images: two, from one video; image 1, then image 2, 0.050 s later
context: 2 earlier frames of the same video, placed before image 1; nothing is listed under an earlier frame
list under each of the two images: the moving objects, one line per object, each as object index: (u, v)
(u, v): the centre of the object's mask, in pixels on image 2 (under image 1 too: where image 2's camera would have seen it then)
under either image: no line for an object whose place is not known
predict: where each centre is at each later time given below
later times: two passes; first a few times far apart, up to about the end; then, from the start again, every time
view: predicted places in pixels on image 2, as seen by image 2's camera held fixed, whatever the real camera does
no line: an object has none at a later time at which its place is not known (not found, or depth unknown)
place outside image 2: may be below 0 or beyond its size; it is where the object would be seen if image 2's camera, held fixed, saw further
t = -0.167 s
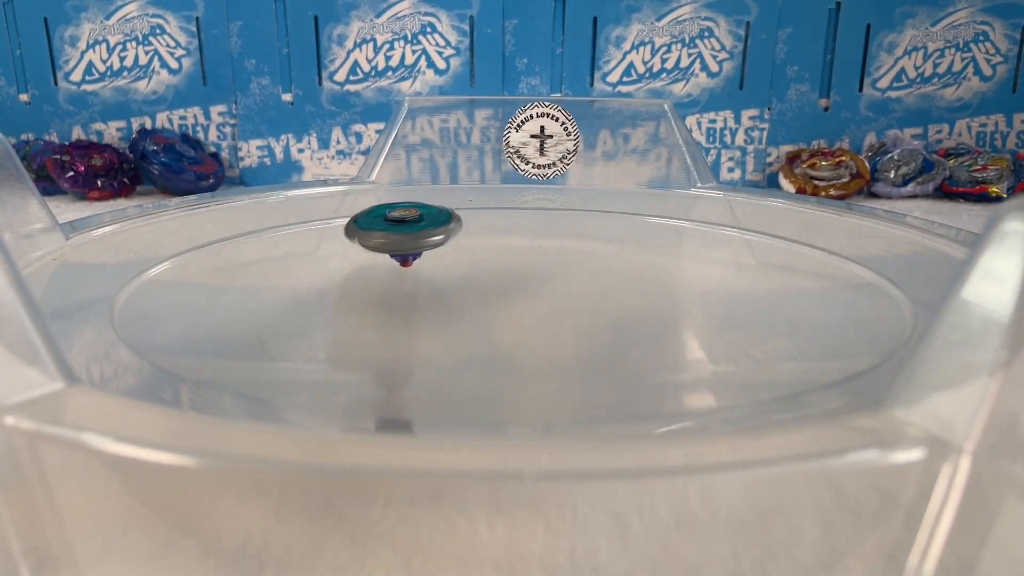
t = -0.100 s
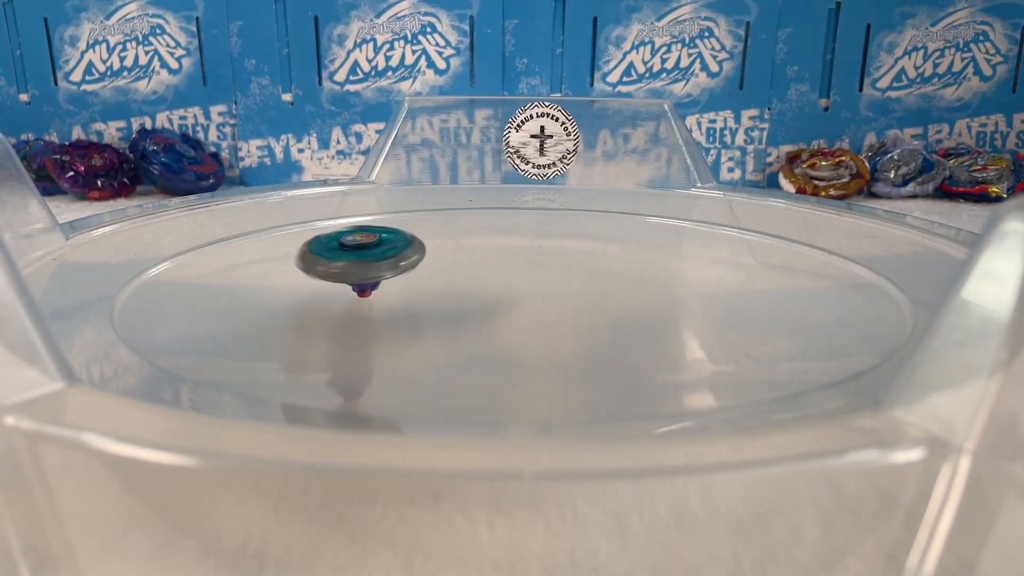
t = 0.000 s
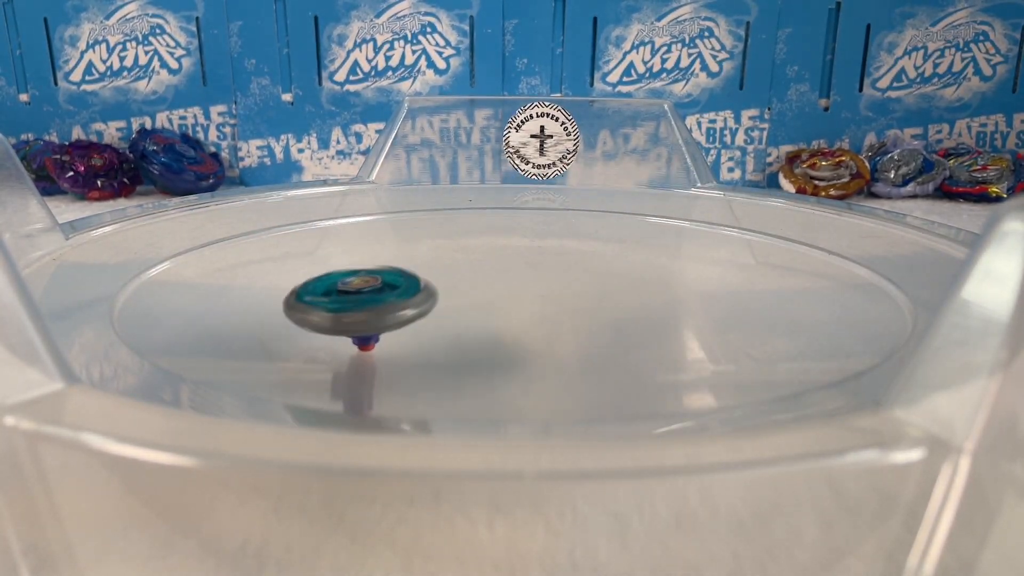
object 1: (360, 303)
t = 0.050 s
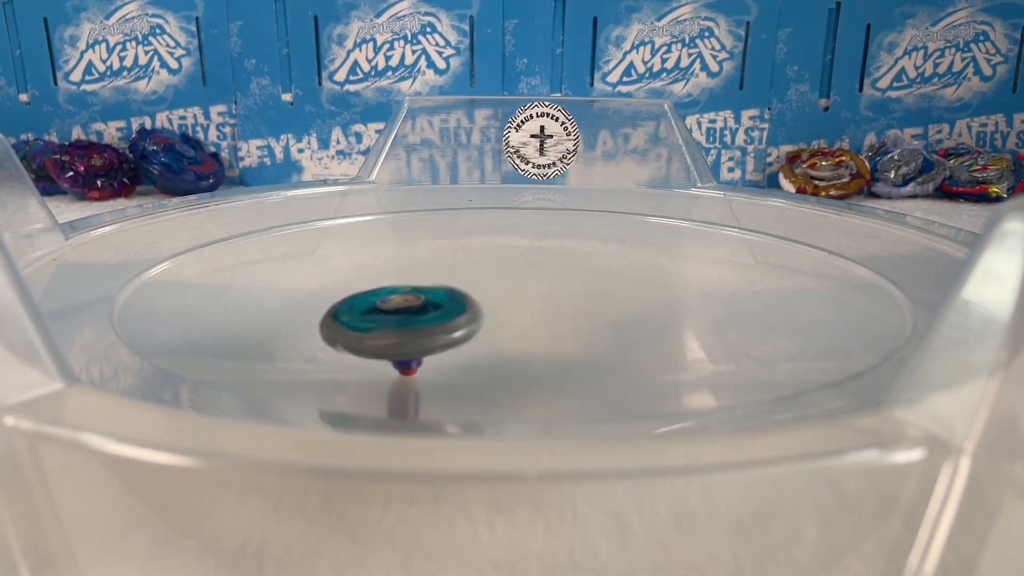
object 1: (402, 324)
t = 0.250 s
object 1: (752, 321)
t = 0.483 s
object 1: (802, 236)
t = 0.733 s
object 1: (508, 242)
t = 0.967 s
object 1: (335, 311)
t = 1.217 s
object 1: (649, 348)
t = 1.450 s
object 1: (754, 283)
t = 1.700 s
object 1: (467, 260)
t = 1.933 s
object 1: (249, 292)
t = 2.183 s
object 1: (477, 351)
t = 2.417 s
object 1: (639, 298)
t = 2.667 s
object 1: (430, 243)
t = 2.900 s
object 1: (244, 262)
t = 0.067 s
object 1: (422, 329)
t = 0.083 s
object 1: (446, 334)
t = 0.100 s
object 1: (473, 338)
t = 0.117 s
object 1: (502, 340)
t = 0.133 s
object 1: (533, 342)
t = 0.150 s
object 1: (565, 342)
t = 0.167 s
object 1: (599, 341)
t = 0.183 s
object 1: (632, 339)
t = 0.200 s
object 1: (664, 336)
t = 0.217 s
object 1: (696, 332)
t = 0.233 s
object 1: (726, 327)
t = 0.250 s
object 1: (752, 321)
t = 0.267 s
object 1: (777, 315)
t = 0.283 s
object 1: (798, 308)
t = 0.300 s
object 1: (815, 301)
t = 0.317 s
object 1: (830, 293)
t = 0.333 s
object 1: (841, 286)
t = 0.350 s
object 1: (848, 279)
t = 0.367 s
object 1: (852, 272)
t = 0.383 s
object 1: (853, 265)
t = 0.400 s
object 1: (851, 259)
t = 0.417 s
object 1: (846, 253)
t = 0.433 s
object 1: (838, 248)
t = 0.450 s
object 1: (828, 243)
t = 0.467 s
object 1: (816, 239)
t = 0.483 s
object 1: (802, 236)
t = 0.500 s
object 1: (787, 233)
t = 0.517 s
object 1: (770, 230)
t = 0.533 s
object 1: (752, 228)
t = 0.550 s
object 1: (734, 227)
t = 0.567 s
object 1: (714, 226)
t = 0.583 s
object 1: (694, 226)
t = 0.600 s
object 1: (673, 226)
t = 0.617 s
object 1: (652, 227)
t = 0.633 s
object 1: (631, 228)
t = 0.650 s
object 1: (611, 230)
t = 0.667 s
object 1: (590, 232)
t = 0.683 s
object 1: (569, 234)
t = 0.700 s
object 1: (548, 236)
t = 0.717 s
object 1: (528, 239)
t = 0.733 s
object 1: (508, 242)
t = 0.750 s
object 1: (489, 246)
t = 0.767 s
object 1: (470, 250)
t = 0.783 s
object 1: (452, 254)
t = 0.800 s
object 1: (434, 258)
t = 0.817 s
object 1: (418, 262)
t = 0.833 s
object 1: (402, 267)
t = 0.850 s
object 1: (388, 272)
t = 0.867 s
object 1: (375, 277)
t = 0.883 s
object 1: (363, 283)
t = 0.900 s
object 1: (353, 288)
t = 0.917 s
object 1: (345, 294)
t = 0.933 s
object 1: (340, 300)
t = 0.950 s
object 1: (336, 306)
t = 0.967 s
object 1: (335, 311)
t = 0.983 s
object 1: (337, 317)
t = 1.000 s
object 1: (342, 323)
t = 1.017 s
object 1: (351, 328)
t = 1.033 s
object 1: (362, 333)
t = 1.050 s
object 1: (377, 338)
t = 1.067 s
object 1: (395, 342)
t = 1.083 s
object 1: (416, 346)
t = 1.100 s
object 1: (440, 349)
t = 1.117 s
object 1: (467, 351)
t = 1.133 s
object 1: (495, 353)
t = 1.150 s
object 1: (525, 353)
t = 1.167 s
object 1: (556, 353)
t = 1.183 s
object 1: (588, 352)
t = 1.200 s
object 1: (619, 351)
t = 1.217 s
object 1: (649, 348)
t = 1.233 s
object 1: (678, 345)
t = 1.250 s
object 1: (704, 341)
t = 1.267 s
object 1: (727, 336)
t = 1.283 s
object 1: (747, 331)
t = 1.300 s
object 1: (763, 326)
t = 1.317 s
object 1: (776, 320)
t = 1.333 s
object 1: (784, 315)
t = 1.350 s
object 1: (788, 310)
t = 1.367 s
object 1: (789, 305)
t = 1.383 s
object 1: (787, 300)
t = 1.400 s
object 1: (782, 295)
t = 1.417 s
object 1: (775, 291)
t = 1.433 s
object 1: (766, 287)
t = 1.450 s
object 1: (754, 283)
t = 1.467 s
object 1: (740, 279)
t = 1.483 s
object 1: (725, 276)
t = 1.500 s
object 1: (708, 273)
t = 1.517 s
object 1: (690, 271)
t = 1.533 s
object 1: (671, 268)
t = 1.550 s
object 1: (651, 266)
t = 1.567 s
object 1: (631, 264)
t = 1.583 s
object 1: (611, 263)
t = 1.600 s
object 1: (590, 262)
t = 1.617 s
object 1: (570, 261)
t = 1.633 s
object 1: (549, 261)
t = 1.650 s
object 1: (528, 260)
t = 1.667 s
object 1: (508, 260)
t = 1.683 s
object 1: (487, 260)
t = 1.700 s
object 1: (467, 260)
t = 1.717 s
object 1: (446, 261)
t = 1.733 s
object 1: (426, 262)
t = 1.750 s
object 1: (406, 263)
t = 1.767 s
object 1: (387, 264)
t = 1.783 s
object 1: (368, 265)
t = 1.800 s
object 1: (350, 267)
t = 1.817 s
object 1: (334, 269)
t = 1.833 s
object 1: (318, 271)
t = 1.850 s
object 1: (303, 274)
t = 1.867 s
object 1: (290, 277)
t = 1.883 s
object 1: (277, 280)
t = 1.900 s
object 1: (266, 283)
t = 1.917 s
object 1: (256, 287)
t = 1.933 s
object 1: (249, 292)
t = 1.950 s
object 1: (245, 296)
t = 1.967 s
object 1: (243, 301)
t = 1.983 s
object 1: (244, 306)
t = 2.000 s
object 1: (248, 311)
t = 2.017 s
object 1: (254, 315)
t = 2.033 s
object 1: (264, 320)
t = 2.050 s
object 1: (277, 325)
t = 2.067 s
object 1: (295, 330)
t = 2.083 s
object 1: (316, 335)
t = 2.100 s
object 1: (340, 339)
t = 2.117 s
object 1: (365, 343)
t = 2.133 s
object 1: (392, 347)
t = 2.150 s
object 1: (420, 349)
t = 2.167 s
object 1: (448, 350)
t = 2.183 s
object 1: (477, 351)
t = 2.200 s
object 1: (507, 350)
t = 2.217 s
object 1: (533, 349)
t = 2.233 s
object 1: (557, 347)
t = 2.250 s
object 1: (578, 344)
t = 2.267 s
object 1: (597, 341)
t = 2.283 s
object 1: (613, 338)
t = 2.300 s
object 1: (627, 334)
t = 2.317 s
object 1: (637, 329)
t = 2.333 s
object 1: (644, 324)
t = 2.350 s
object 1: (647, 319)
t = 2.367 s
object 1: (648, 314)
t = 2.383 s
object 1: (647, 308)
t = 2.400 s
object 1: (644, 303)
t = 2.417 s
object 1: (639, 298)
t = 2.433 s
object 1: (632, 293)
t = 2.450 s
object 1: (623, 288)
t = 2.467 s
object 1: (612, 283)
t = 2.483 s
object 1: (601, 278)
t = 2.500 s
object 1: (589, 274)
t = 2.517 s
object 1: (576, 270)
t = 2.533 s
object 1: (561, 265)
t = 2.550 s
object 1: (545, 261)
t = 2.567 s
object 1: (529, 258)
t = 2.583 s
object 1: (514, 255)
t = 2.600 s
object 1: (498, 252)
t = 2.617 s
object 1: (482, 250)
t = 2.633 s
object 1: (464, 247)
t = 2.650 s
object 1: (447, 245)
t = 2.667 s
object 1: (430, 243)
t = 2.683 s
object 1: (414, 242)
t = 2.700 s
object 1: (397, 241)
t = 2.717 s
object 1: (381, 241)
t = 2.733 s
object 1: (364, 240)
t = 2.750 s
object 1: (348, 240)
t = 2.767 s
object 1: (332, 241)
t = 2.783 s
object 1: (318, 242)
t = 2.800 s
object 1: (304, 243)
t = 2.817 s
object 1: (291, 245)
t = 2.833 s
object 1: (278, 247)
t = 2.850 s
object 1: (267, 251)
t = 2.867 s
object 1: (258, 254)
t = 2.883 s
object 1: (251, 258)
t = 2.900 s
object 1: (244, 262)
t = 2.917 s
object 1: (240, 266)
